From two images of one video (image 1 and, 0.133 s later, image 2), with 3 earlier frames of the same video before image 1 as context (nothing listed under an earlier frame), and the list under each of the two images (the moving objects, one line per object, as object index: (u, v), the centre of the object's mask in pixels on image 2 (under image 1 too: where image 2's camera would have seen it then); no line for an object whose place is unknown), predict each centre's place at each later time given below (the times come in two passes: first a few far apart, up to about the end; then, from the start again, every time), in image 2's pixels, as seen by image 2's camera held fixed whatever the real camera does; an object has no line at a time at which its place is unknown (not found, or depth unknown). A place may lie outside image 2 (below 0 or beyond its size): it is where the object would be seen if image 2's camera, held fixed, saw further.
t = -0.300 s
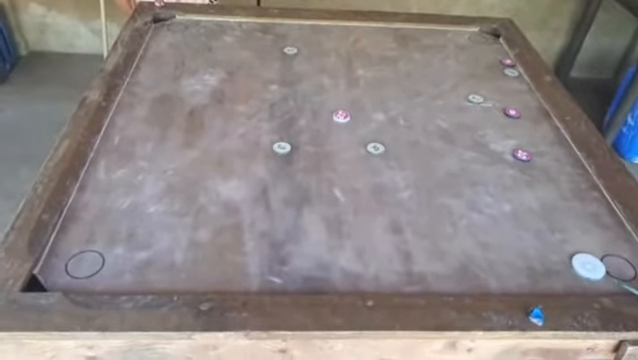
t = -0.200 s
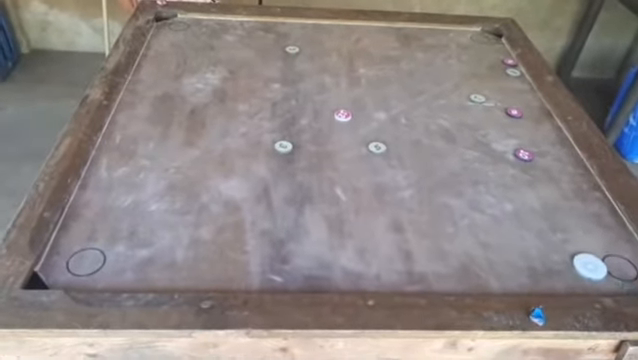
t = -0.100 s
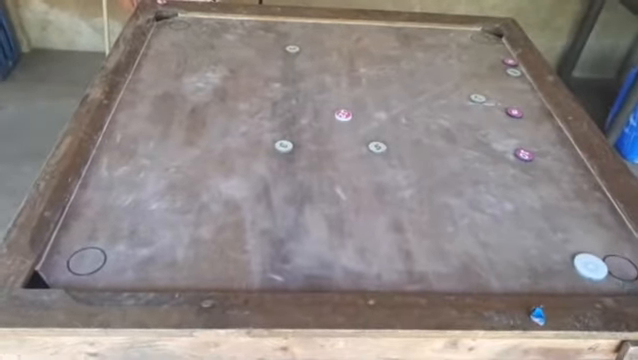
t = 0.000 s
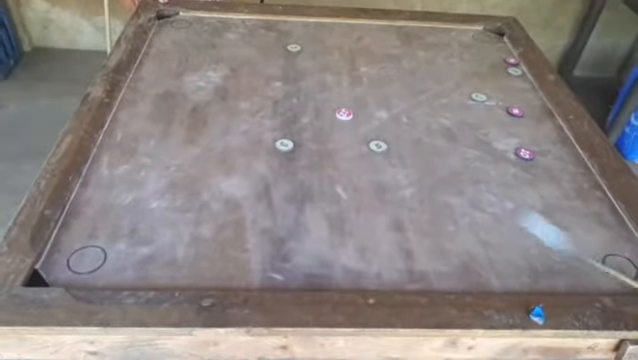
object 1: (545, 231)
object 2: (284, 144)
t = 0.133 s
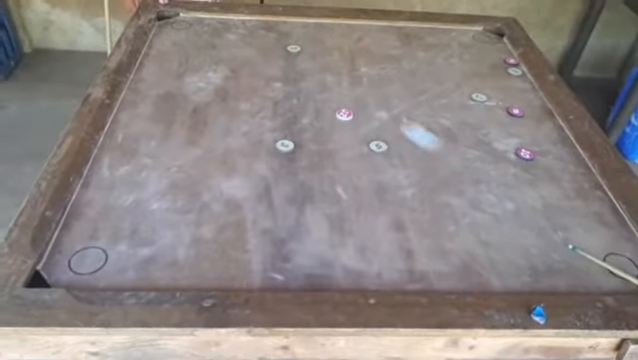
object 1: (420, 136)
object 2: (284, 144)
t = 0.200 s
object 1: (374, 101)
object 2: (284, 144)
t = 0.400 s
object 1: (299, 29)
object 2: (285, 143)
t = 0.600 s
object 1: (288, 55)
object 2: (284, 144)
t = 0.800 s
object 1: (278, 95)
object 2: (285, 143)
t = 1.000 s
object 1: (268, 136)
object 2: (285, 144)
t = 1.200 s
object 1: (249, 161)
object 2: (318, 171)
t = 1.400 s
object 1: (235, 178)
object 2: (347, 193)
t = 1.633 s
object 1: (228, 186)
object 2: (368, 210)
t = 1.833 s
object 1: (228, 186)
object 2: (376, 214)
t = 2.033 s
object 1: (228, 186)
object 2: (376, 215)
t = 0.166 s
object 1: (396, 118)
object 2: (285, 143)
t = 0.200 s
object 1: (374, 101)
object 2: (284, 144)
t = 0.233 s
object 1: (354, 86)
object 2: (285, 144)
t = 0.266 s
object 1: (336, 72)
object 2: (285, 144)
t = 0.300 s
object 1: (319, 59)
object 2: (284, 144)
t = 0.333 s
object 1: (308, 47)
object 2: (284, 143)
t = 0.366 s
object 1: (304, 38)
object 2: (284, 143)
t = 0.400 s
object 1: (299, 29)
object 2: (285, 143)
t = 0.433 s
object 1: (296, 26)
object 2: (285, 143)
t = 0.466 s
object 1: (294, 30)
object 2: (284, 143)
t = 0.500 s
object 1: (293, 37)
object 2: (284, 143)
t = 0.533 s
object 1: (291, 43)
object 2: (284, 143)
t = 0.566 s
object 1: (290, 49)
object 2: (284, 143)
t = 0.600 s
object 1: (288, 55)
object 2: (284, 144)
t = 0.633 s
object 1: (286, 62)
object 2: (285, 143)
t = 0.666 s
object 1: (285, 68)
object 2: (284, 143)
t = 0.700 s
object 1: (283, 75)
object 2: (284, 143)
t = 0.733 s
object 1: (281, 82)
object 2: (284, 144)
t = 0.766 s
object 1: (279, 88)
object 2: (284, 143)
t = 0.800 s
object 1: (278, 95)
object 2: (285, 143)
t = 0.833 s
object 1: (277, 101)
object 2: (285, 143)
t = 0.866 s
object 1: (275, 108)
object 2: (284, 143)
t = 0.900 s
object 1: (274, 115)
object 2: (285, 143)
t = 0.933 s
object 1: (272, 122)
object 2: (285, 144)
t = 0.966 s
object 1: (271, 129)
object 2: (285, 144)
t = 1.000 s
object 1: (268, 136)
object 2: (285, 144)
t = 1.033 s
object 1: (265, 141)
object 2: (289, 147)
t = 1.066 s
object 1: (262, 145)
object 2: (295, 152)
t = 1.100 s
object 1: (259, 150)
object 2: (301, 157)
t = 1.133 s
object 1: (255, 154)
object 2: (306, 161)
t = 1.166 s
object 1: (252, 157)
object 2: (312, 166)
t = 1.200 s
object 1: (249, 161)
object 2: (318, 171)
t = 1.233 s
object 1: (246, 164)
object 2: (324, 175)
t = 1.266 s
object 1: (244, 168)
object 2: (329, 179)
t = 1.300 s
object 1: (241, 170)
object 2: (333, 183)
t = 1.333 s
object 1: (239, 173)
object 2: (338, 186)
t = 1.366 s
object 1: (237, 176)
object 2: (343, 190)
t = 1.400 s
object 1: (235, 178)
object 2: (347, 193)
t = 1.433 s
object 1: (233, 180)
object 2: (350, 196)
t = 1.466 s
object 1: (231, 182)
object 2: (353, 199)
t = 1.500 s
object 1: (230, 184)
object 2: (357, 202)
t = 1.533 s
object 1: (229, 185)
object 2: (360, 204)
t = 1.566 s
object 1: (228, 186)
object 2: (363, 207)
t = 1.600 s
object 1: (228, 186)
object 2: (366, 208)
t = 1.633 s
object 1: (228, 186)
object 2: (368, 210)
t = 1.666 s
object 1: (228, 187)
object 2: (371, 211)
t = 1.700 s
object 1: (228, 186)
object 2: (372, 213)
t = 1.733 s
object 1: (227, 186)
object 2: (373, 213)
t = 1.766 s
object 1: (227, 186)
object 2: (374, 214)
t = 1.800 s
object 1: (228, 186)
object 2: (374, 214)
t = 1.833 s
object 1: (228, 186)
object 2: (376, 214)
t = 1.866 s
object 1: (228, 186)
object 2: (376, 214)
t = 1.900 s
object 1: (228, 186)
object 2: (376, 215)
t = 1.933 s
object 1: (228, 186)
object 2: (376, 215)
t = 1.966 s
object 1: (228, 186)
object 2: (376, 214)
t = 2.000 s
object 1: (228, 186)
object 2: (376, 215)
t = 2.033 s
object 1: (228, 186)
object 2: (376, 215)
